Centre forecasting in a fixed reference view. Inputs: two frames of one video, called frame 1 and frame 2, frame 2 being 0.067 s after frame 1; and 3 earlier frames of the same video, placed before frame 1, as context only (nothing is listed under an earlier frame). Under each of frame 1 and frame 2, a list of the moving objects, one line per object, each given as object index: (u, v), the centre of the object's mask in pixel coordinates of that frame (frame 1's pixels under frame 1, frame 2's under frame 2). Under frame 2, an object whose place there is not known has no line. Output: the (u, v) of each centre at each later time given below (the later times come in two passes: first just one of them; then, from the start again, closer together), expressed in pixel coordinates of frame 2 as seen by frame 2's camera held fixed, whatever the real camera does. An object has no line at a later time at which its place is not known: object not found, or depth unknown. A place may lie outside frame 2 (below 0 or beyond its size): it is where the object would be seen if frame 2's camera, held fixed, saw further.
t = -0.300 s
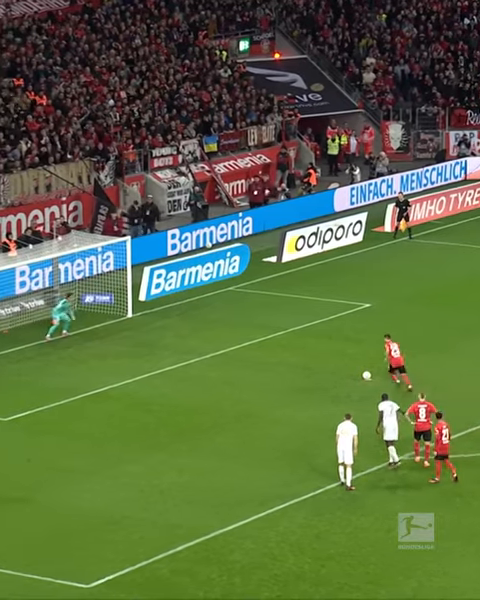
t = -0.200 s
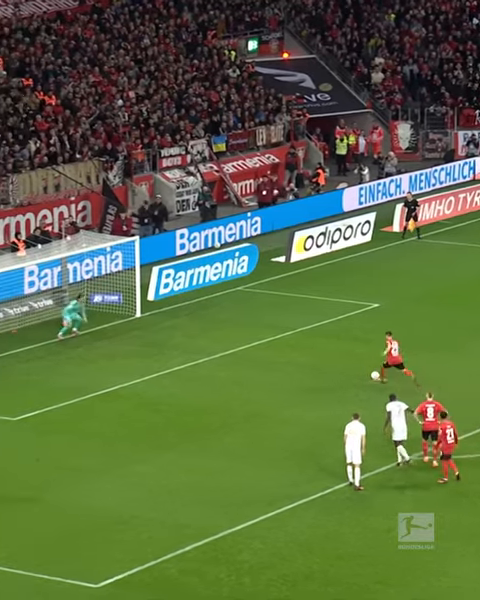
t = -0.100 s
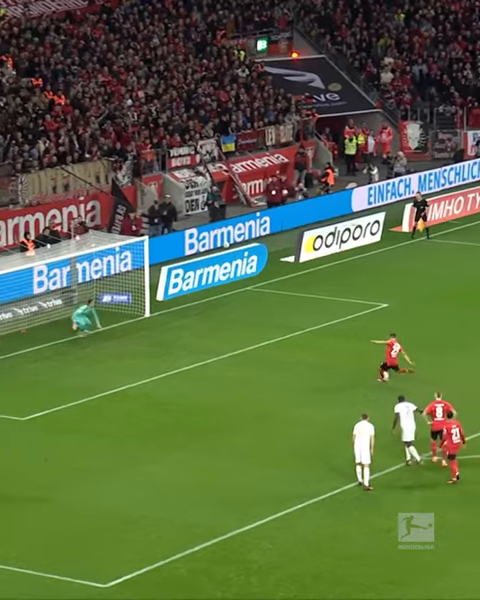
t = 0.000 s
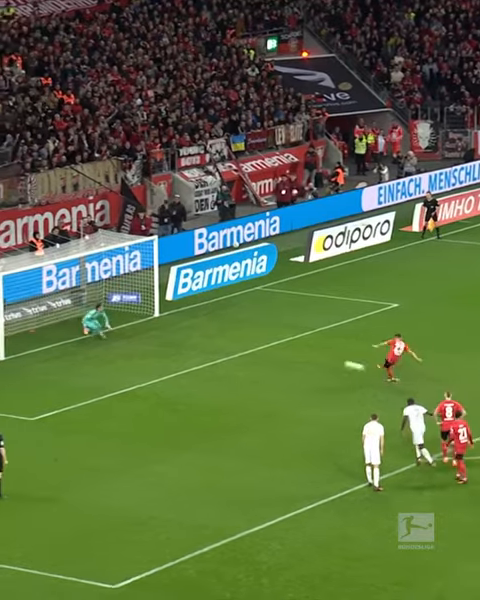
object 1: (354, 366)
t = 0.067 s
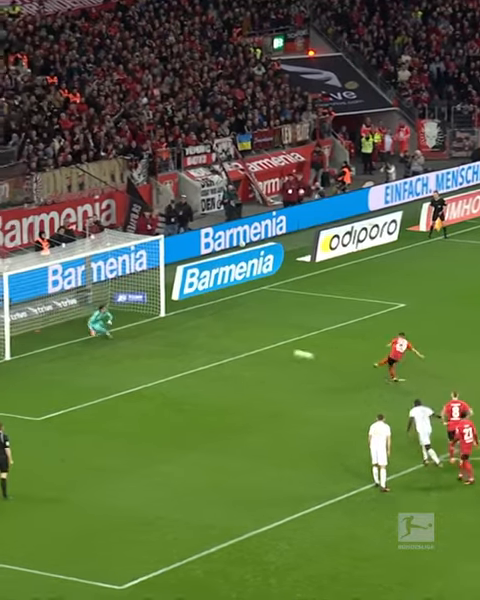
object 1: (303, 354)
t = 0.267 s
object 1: (123, 333)
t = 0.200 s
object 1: (175, 337)
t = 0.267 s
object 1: (123, 333)
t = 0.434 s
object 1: (-28, 335)
